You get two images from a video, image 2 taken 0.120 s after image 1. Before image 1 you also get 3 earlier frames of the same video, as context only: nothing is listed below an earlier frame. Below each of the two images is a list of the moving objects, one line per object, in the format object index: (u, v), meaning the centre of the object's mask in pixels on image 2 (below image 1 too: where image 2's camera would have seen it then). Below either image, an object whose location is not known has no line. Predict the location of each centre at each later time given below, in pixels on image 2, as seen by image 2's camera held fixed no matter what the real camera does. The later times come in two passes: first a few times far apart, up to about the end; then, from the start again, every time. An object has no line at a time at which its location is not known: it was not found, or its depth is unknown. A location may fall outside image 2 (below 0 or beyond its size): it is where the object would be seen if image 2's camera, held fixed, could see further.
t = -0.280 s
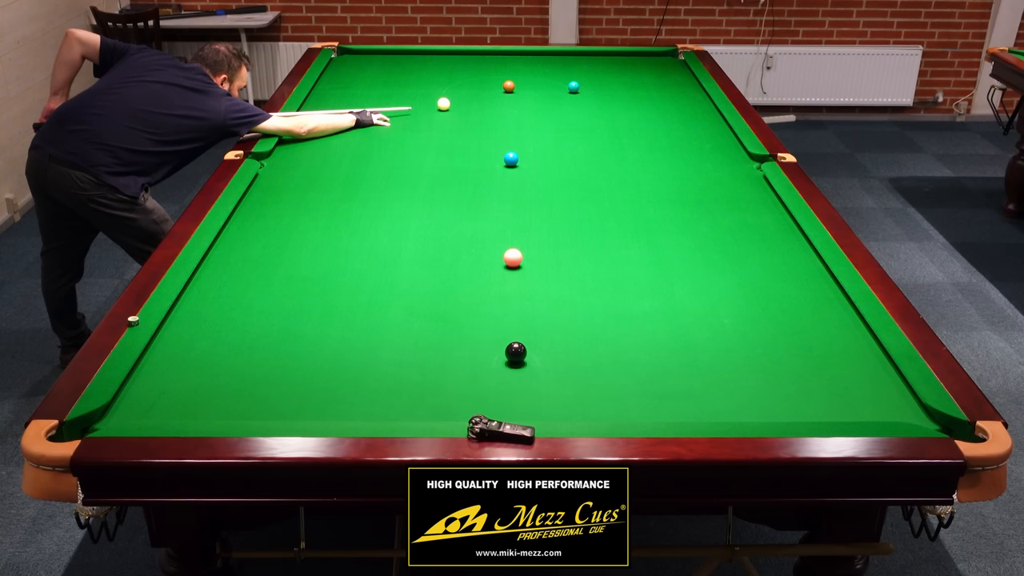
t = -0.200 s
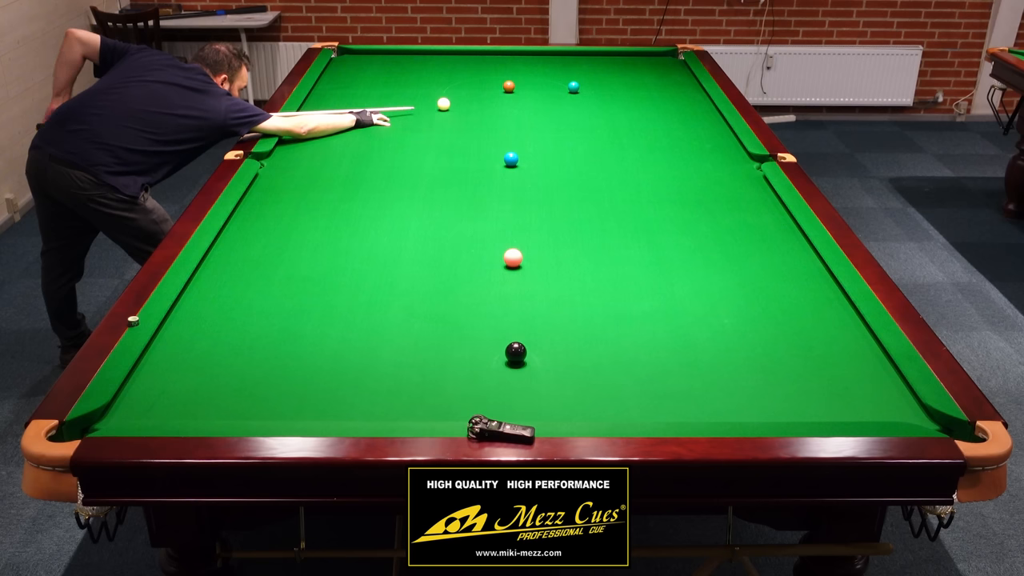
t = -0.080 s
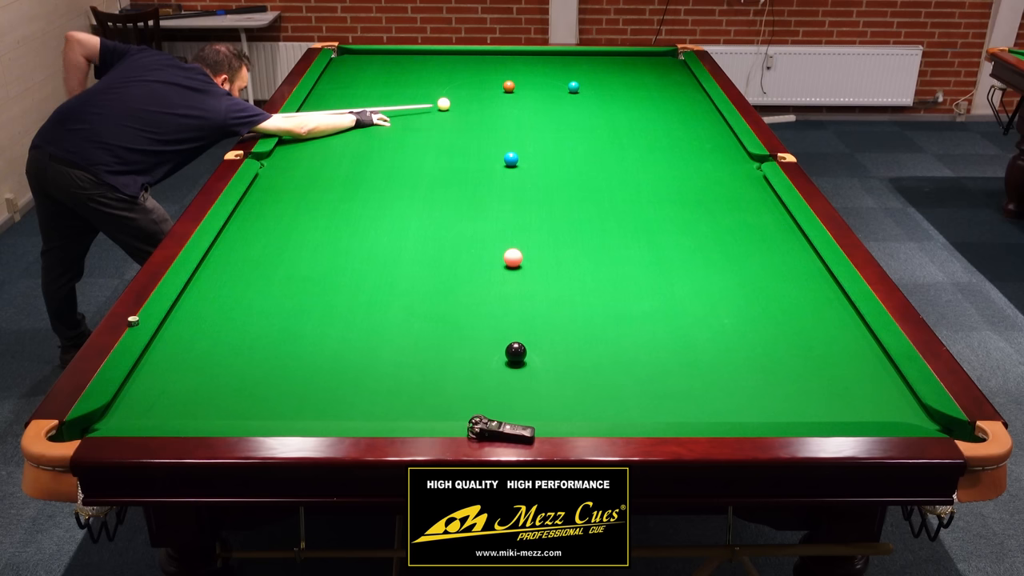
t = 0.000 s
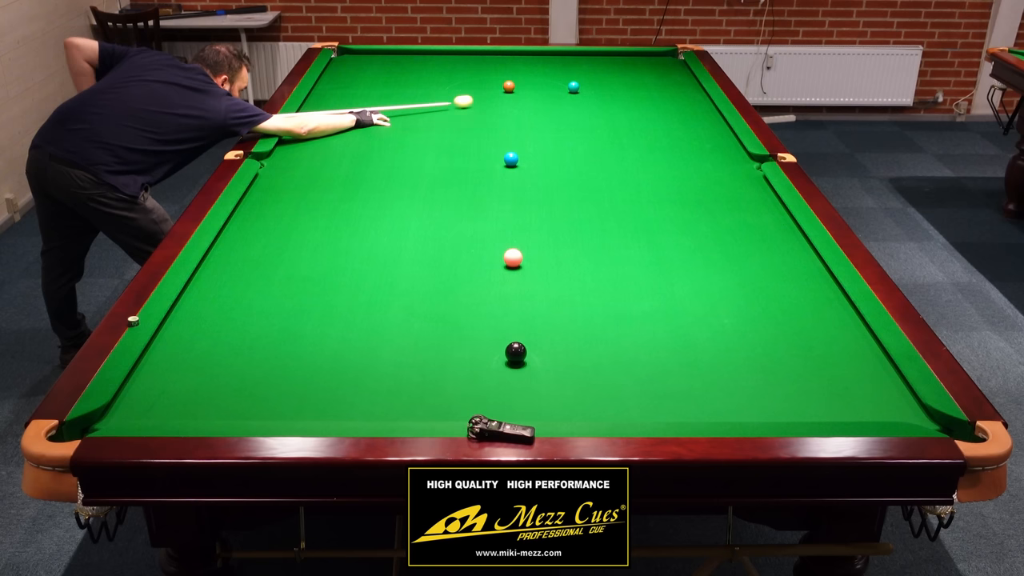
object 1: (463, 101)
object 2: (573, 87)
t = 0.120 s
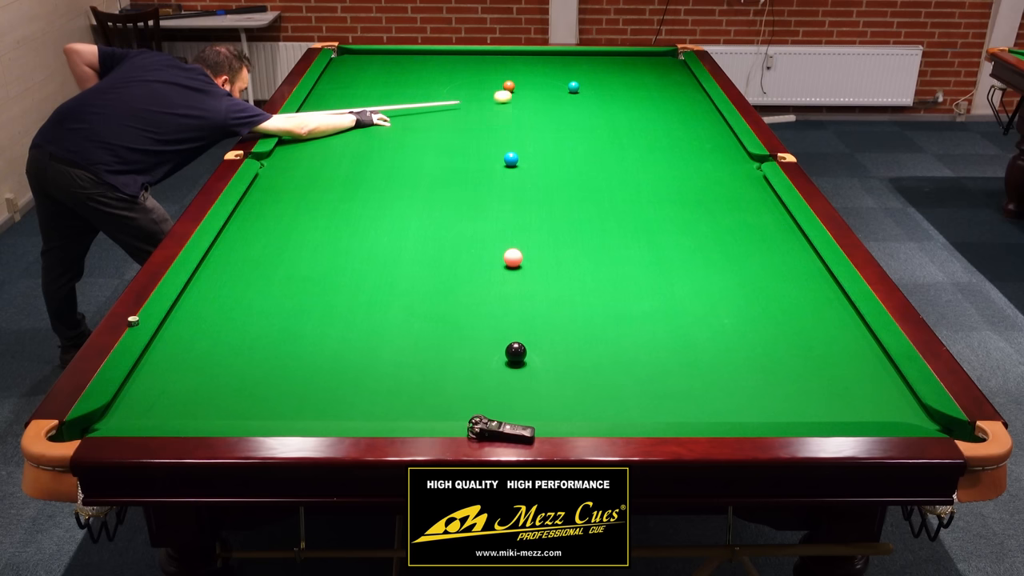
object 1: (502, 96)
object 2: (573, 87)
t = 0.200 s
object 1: (525, 94)
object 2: (573, 87)
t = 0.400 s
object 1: (569, 90)
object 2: (578, 85)
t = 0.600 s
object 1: (594, 91)
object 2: (598, 79)
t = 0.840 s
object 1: (625, 93)
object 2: (616, 72)
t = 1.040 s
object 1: (650, 94)
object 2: (631, 68)
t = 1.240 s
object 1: (674, 96)
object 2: (645, 63)
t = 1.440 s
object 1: (698, 97)
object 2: (658, 59)
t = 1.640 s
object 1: (695, 98)
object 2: (670, 55)
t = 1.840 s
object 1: (683, 99)
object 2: (681, 56)
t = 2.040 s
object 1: (672, 99)
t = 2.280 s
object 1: (659, 100)
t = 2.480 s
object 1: (649, 101)
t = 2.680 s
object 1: (639, 101)
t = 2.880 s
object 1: (630, 102)
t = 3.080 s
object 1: (623, 102)
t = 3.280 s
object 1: (615, 103)
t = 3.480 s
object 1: (609, 103)
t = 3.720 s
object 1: (602, 104)
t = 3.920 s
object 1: (597, 104)
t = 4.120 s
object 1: (593, 104)
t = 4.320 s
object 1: (590, 104)
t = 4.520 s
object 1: (587, 104)
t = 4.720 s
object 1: (585, 104)
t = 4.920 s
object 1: (584, 105)
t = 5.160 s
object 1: (584, 105)
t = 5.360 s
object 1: (584, 105)
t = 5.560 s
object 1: (584, 105)
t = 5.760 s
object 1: (584, 105)
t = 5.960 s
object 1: (584, 105)
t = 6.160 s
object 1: (584, 105)
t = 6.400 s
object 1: (584, 105)
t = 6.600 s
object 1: (584, 105)
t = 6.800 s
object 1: (584, 105)
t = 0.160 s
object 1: (514, 95)
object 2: (573, 87)
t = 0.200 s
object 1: (525, 94)
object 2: (573, 87)
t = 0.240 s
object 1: (535, 93)
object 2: (573, 87)
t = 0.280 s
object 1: (545, 91)
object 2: (573, 87)
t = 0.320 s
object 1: (554, 90)
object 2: (573, 87)
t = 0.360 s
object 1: (564, 89)
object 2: (575, 87)
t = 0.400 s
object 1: (569, 90)
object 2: (578, 85)
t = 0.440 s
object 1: (574, 90)
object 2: (582, 83)
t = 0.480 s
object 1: (579, 90)
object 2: (586, 82)
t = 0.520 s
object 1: (584, 91)
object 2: (590, 81)
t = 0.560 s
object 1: (589, 91)
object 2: (594, 80)
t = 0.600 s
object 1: (594, 91)
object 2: (598, 79)
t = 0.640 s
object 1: (599, 91)
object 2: (601, 78)
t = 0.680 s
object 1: (605, 92)
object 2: (604, 77)
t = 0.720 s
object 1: (610, 92)
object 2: (607, 76)
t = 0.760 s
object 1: (615, 93)
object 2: (610, 75)
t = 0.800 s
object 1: (620, 93)
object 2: (613, 74)
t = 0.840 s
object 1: (625, 93)
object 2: (616, 72)
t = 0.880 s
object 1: (630, 93)
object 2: (619, 71)
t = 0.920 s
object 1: (635, 94)
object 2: (622, 70)
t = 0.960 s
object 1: (640, 94)
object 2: (625, 69)
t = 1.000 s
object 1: (645, 94)
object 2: (628, 69)
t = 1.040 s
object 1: (650, 94)
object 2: (631, 68)
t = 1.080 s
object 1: (655, 94)
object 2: (634, 67)
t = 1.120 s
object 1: (660, 95)
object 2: (637, 66)
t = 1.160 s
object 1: (665, 95)
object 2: (639, 65)
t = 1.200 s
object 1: (670, 95)
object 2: (642, 64)
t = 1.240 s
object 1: (674, 96)
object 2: (645, 63)
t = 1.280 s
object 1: (679, 96)
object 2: (648, 62)
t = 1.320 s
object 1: (684, 96)
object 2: (650, 62)
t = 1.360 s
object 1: (689, 96)
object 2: (653, 61)
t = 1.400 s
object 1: (694, 97)
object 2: (655, 60)
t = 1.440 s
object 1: (698, 97)
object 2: (658, 59)
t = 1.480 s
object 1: (703, 97)
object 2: (660, 58)
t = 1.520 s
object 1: (703, 97)
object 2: (663, 57)
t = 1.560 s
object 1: (700, 98)
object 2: (665, 57)
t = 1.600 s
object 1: (698, 98)
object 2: (668, 56)
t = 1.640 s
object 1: (695, 98)
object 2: (670, 55)
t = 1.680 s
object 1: (693, 98)
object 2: (673, 54)
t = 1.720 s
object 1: (690, 98)
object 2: (674, 54)
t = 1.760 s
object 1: (688, 98)
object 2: (677, 53)
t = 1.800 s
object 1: (686, 99)
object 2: (679, 54)
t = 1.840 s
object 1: (683, 99)
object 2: (681, 56)
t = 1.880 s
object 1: (681, 99)
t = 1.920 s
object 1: (679, 99)
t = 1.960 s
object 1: (676, 99)
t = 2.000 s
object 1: (674, 99)
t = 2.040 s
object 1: (672, 99)
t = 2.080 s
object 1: (669, 100)
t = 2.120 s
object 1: (667, 100)
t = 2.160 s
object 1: (665, 100)
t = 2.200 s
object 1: (663, 100)
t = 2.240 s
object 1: (661, 100)
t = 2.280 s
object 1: (659, 100)
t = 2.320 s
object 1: (657, 100)
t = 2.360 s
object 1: (655, 101)
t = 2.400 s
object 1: (653, 101)
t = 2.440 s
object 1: (651, 101)
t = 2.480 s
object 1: (649, 101)
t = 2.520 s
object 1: (647, 101)
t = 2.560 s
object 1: (645, 101)
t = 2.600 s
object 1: (643, 101)
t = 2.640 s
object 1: (641, 101)
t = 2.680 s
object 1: (639, 101)
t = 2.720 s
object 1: (637, 102)
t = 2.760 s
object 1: (636, 102)
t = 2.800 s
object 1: (634, 102)
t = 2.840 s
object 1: (632, 102)
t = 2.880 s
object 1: (630, 102)
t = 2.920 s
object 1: (629, 102)
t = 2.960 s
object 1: (627, 102)
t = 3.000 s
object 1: (626, 102)
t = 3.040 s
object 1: (624, 102)
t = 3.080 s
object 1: (623, 102)
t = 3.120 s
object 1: (621, 102)
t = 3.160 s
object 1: (620, 103)
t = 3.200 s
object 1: (618, 103)
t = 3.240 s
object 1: (617, 103)
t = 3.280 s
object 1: (615, 103)
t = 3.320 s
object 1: (614, 103)
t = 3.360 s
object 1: (613, 103)
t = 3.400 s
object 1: (611, 103)
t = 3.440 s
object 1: (610, 103)
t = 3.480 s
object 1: (609, 103)
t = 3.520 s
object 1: (608, 103)
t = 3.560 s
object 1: (607, 103)
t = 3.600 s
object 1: (605, 103)
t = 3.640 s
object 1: (604, 103)
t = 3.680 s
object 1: (603, 103)
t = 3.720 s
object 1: (602, 104)
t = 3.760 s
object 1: (601, 104)
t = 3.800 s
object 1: (600, 104)
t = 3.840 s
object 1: (599, 104)
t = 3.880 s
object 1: (598, 104)
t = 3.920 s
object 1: (597, 104)
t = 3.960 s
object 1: (596, 104)
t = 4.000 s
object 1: (596, 104)
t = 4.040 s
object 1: (595, 104)
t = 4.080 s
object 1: (594, 104)
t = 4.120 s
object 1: (593, 104)
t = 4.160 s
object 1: (592, 104)
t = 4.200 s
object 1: (592, 104)
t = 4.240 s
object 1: (591, 104)
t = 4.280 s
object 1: (590, 104)
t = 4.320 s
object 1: (590, 104)
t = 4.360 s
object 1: (589, 104)
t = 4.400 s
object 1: (589, 104)
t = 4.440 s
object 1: (588, 104)
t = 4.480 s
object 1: (588, 104)
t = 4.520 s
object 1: (587, 104)
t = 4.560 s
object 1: (587, 104)
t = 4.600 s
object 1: (586, 104)
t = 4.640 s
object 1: (586, 104)
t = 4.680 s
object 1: (586, 105)
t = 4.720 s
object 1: (585, 104)
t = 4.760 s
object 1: (585, 104)
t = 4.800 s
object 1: (585, 104)
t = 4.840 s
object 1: (585, 104)
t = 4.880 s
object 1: (584, 105)
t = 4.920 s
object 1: (584, 105)
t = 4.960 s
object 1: (584, 105)
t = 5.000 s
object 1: (584, 105)
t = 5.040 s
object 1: (584, 105)
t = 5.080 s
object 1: (584, 105)
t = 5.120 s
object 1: (584, 105)
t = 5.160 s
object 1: (584, 105)
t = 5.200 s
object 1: (584, 105)
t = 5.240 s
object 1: (584, 105)
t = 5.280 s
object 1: (584, 105)
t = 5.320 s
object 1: (584, 105)
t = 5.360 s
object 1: (584, 105)
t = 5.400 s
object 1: (584, 105)
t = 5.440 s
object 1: (584, 105)
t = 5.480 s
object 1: (584, 105)
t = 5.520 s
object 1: (584, 105)
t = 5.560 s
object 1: (584, 105)
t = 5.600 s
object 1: (584, 105)
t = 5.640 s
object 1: (584, 105)
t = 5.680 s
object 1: (584, 105)
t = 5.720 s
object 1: (584, 105)
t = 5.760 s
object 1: (584, 105)
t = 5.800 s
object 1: (584, 105)
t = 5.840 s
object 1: (584, 105)
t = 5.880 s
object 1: (584, 105)
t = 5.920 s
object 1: (584, 105)
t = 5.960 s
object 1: (584, 105)
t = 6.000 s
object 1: (584, 105)
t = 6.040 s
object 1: (584, 105)
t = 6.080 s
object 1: (584, 105)
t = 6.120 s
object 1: (584, 105)
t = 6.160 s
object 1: (584, 105)
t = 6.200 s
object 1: (584, 105)
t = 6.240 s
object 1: (584, 105)
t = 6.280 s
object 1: (584, 105)
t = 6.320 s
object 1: (584, 105)
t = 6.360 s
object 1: (584, 105)
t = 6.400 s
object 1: (584, 105)
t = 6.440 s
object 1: (584, 105)
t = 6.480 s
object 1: (584, 105)
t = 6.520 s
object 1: (584, 105)
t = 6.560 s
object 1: (584, 105)
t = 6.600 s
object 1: (584, 105)
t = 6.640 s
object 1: (584, 105)
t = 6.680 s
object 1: (584, 105)
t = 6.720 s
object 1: (584, 105)
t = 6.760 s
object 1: (584, 105)
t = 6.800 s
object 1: (584, 105)
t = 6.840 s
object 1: (584, 104)
